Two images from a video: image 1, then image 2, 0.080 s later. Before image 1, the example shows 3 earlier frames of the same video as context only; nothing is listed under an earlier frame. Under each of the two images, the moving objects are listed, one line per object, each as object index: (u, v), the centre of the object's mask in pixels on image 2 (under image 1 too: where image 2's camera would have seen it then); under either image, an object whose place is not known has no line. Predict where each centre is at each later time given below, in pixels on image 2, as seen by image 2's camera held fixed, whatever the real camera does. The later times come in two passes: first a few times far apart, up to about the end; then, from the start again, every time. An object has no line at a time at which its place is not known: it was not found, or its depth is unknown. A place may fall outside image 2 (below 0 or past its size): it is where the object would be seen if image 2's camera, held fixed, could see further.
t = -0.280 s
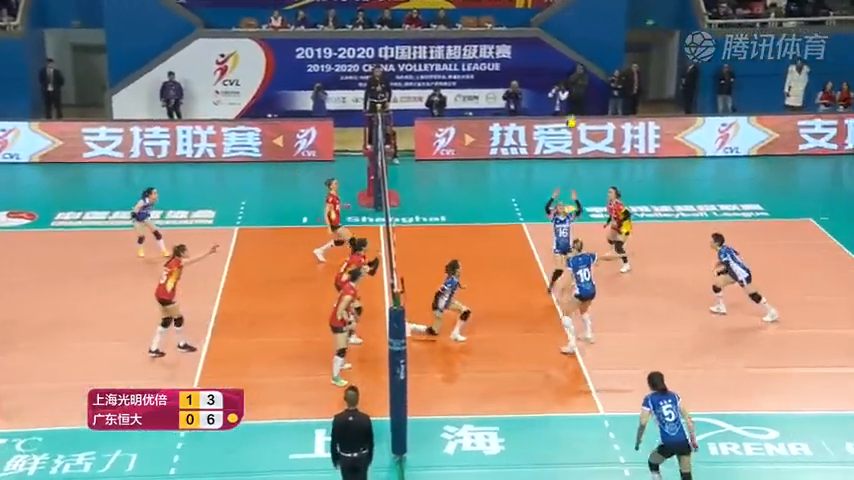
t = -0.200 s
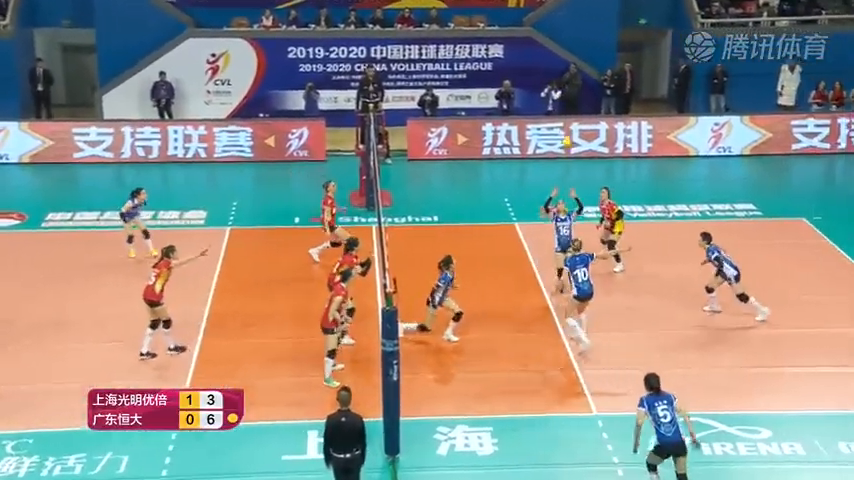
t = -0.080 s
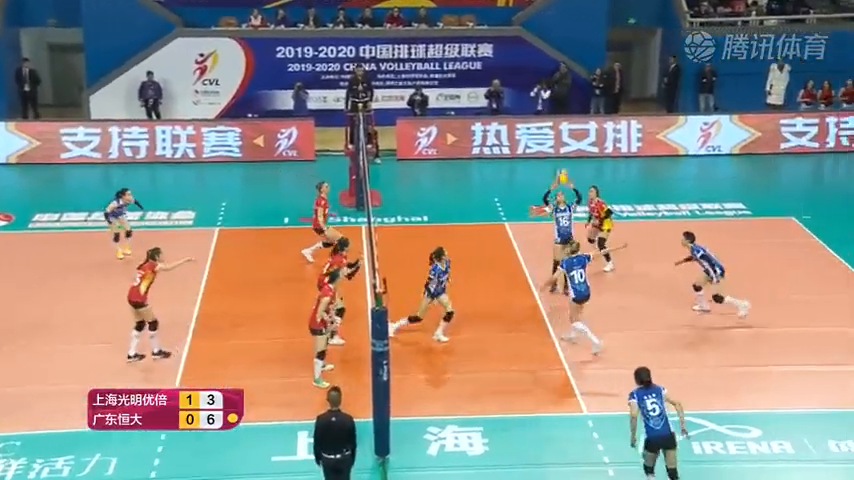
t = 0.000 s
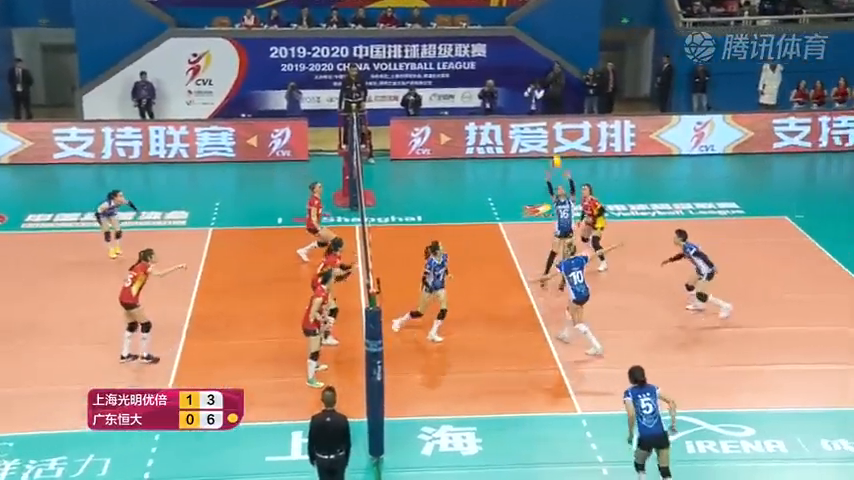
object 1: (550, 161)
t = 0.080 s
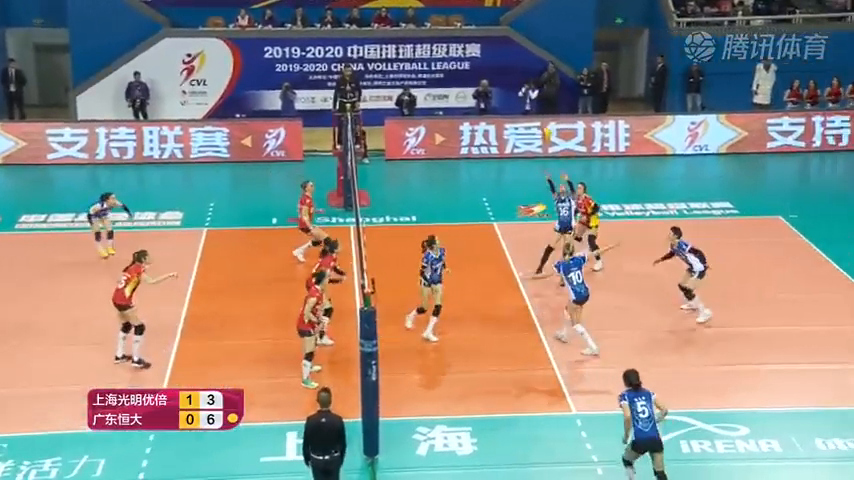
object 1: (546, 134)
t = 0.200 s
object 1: (540, 96)
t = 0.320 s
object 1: (535, 66)
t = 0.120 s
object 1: (544, 120)
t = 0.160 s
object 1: (542, 108)
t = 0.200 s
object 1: (540, 96)
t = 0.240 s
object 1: (538, 85)
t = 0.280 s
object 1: (536, 75)
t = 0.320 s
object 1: (535, 66)
